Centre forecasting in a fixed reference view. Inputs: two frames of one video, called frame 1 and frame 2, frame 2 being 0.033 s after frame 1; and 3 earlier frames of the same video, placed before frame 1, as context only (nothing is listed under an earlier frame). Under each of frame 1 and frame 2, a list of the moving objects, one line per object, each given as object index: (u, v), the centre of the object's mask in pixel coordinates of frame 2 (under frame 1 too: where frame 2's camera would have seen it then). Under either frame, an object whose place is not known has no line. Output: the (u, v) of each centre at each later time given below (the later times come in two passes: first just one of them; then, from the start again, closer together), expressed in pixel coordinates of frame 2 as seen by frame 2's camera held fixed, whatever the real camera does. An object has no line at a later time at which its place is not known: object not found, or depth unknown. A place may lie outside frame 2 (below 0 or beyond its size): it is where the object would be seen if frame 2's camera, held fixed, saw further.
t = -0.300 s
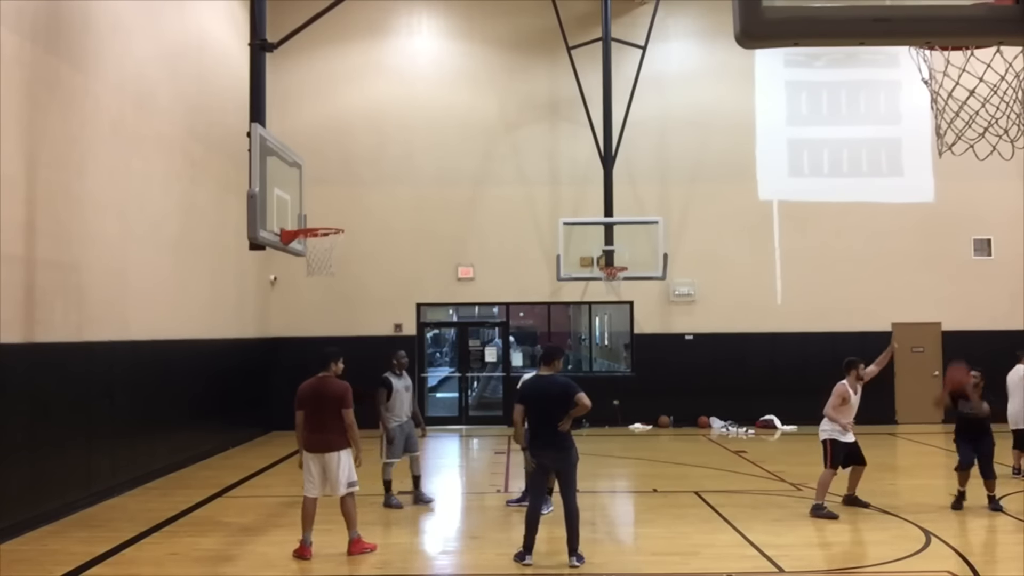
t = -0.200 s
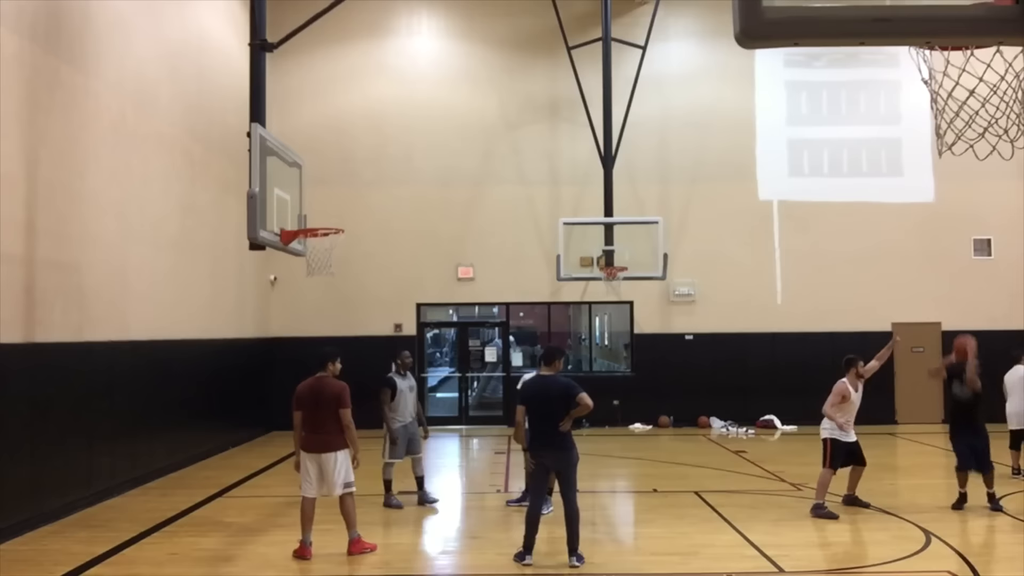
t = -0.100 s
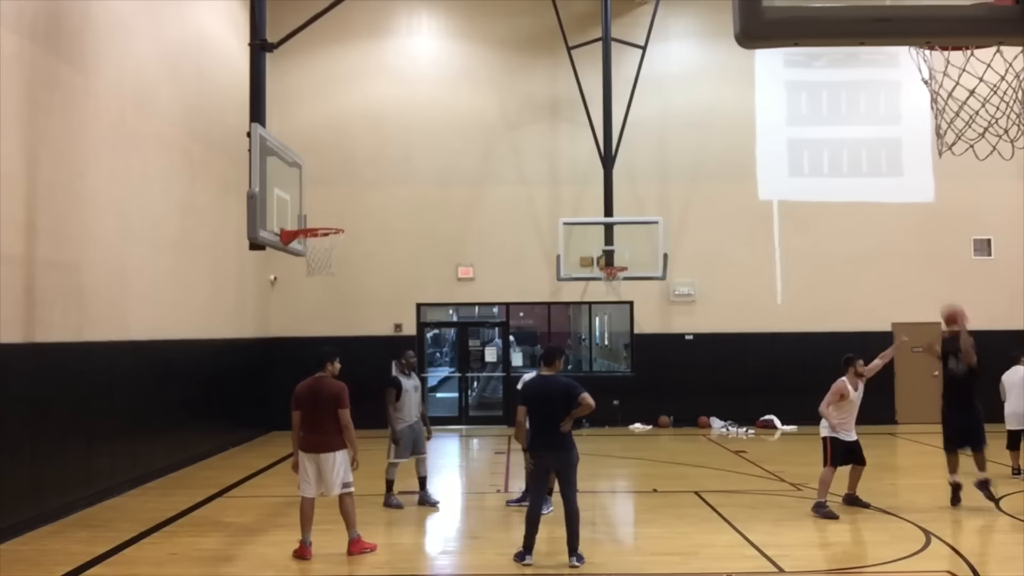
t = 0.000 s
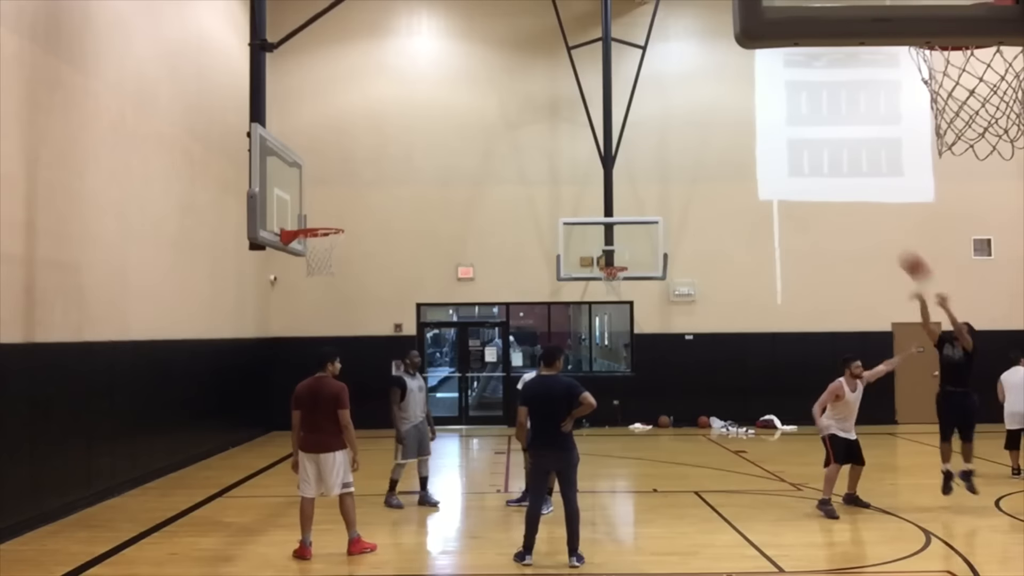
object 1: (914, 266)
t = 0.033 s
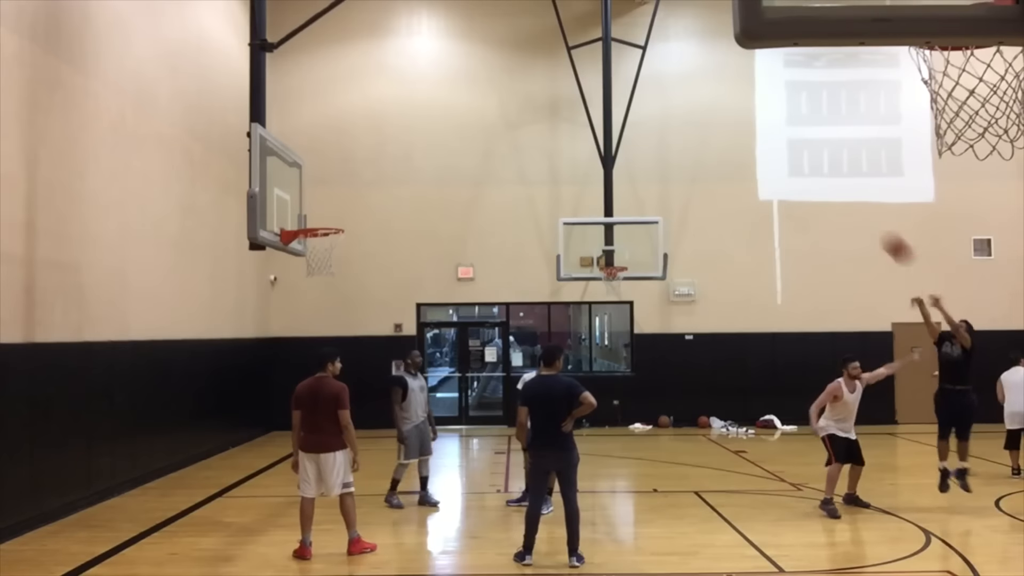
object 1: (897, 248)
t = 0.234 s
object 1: (793, 160)
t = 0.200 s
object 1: (810, 172)
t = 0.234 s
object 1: (793, 160)
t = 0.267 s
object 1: (774, 148)
